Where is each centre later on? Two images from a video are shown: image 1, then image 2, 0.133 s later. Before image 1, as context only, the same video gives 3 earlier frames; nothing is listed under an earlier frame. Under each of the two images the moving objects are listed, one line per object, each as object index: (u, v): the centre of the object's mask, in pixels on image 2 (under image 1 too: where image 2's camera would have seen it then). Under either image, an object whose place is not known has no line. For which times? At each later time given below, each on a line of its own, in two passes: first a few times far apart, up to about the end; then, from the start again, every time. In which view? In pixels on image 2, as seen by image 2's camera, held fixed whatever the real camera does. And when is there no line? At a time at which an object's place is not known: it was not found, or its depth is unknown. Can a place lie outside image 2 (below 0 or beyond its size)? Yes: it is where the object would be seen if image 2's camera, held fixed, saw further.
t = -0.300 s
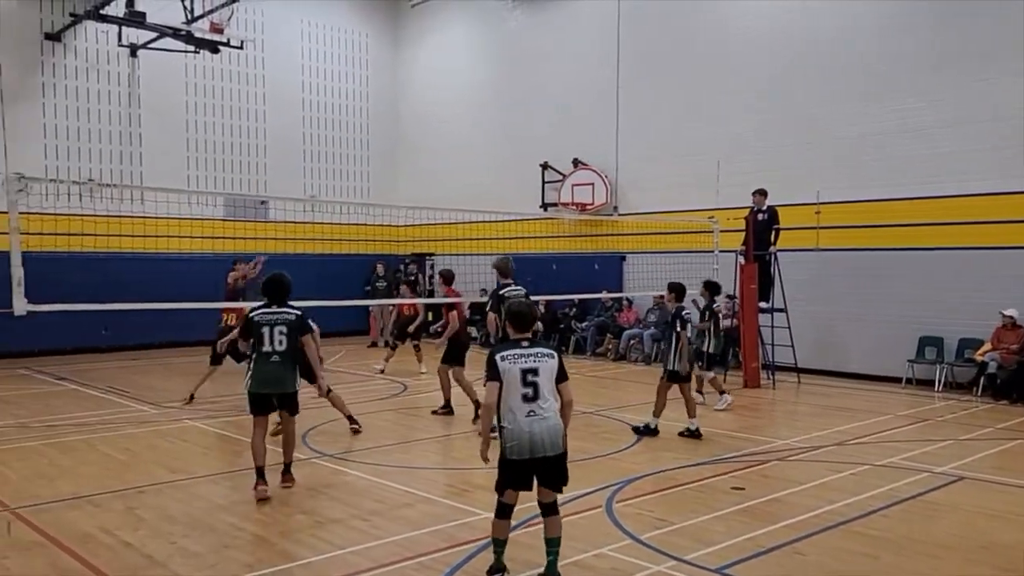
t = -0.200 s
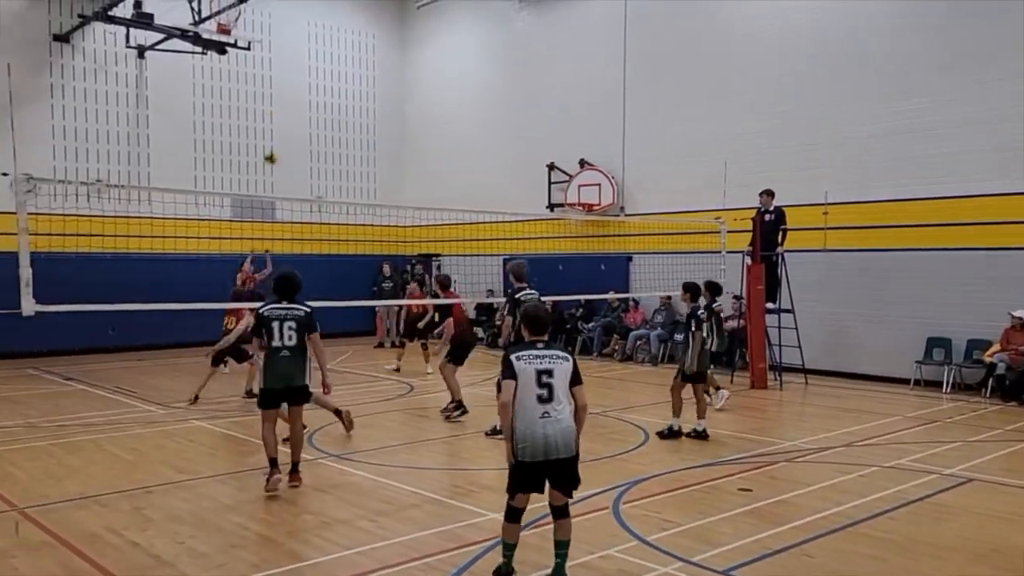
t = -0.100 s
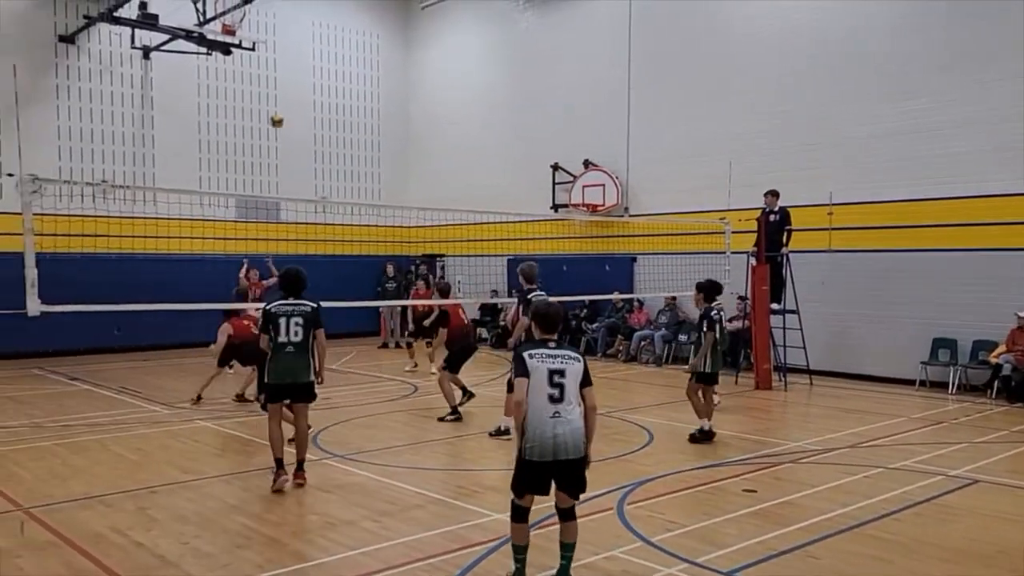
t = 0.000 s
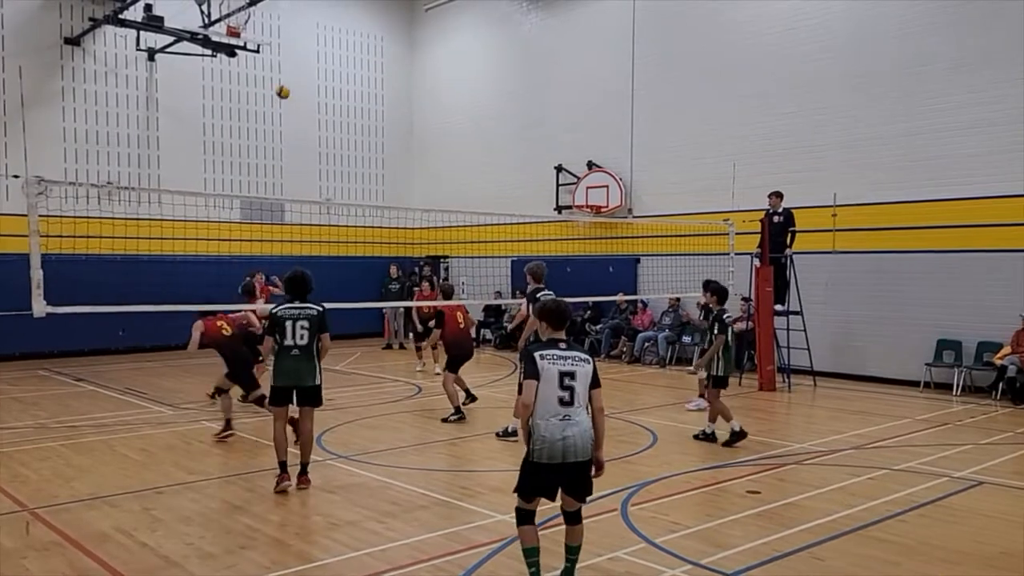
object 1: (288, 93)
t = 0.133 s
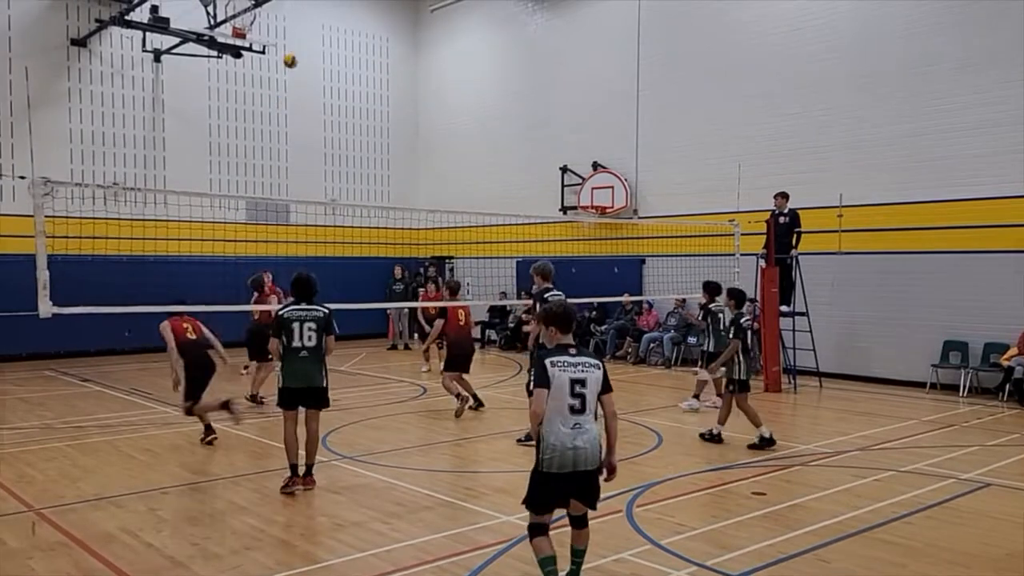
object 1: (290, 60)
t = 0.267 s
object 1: (292, 40)
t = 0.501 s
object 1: (296, 31)
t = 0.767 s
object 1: (302, 70)
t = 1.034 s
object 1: (307, 162)
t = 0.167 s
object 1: (290, 54)
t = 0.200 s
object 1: (291, 48)
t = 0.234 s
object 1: (291, 44)
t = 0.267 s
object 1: (292, 40)
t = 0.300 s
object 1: (292, 37)
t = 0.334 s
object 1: (293, 34)
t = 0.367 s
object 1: (293, 31)
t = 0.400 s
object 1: (294, 31)
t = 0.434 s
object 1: (294, 30)
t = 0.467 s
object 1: (295, 30)
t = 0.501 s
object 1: (296, 31)
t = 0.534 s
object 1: (296, 33)
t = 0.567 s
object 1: (298, 36)
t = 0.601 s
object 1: (298, 40)
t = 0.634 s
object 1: (299, 44)
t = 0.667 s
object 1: (300, 49)
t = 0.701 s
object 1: (300, 55)
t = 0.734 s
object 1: (301, 63)
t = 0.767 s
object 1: (302, 70)
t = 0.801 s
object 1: (303, 79)
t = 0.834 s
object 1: (303, 88)
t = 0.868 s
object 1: (304, 99)
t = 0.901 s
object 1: (305, 110)
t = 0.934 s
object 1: (305, 122)
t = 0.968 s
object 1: (307, 134)
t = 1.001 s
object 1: (307, 148)
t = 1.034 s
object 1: (307, 162)
